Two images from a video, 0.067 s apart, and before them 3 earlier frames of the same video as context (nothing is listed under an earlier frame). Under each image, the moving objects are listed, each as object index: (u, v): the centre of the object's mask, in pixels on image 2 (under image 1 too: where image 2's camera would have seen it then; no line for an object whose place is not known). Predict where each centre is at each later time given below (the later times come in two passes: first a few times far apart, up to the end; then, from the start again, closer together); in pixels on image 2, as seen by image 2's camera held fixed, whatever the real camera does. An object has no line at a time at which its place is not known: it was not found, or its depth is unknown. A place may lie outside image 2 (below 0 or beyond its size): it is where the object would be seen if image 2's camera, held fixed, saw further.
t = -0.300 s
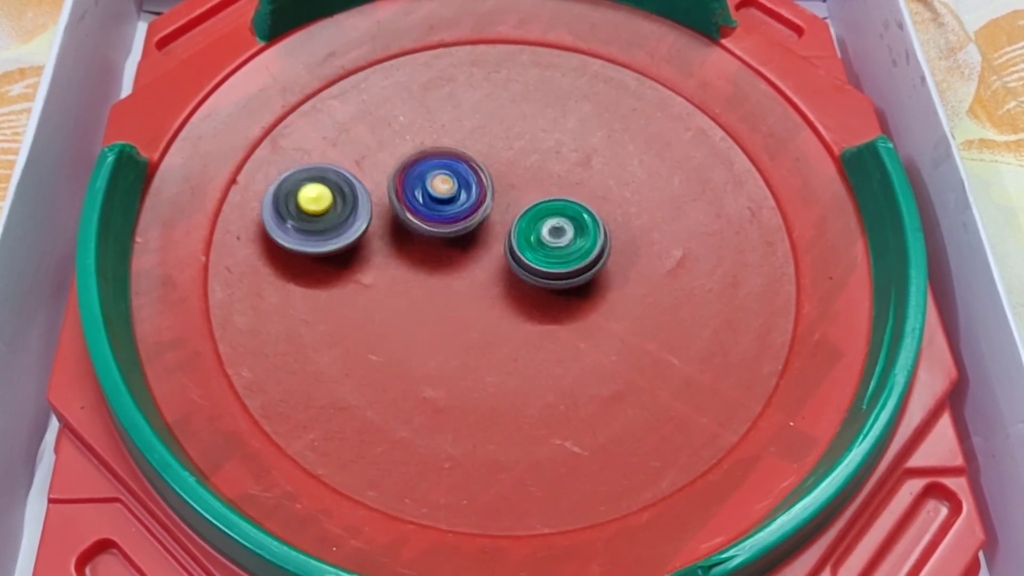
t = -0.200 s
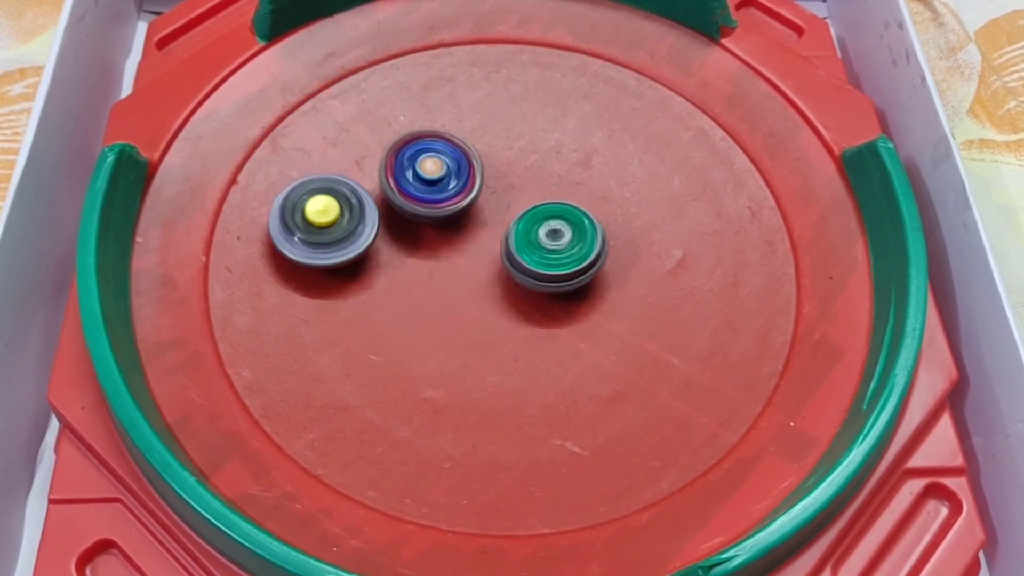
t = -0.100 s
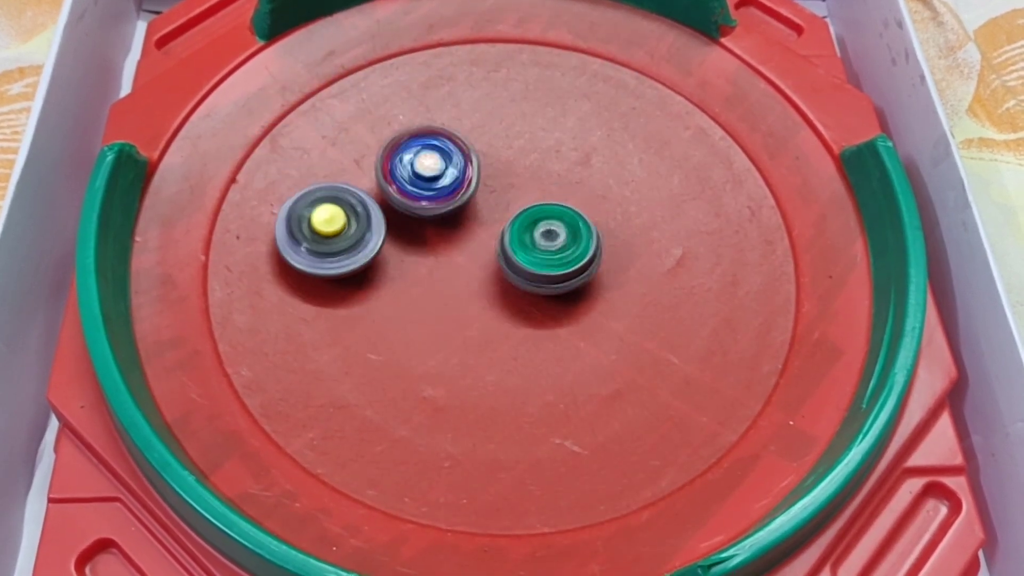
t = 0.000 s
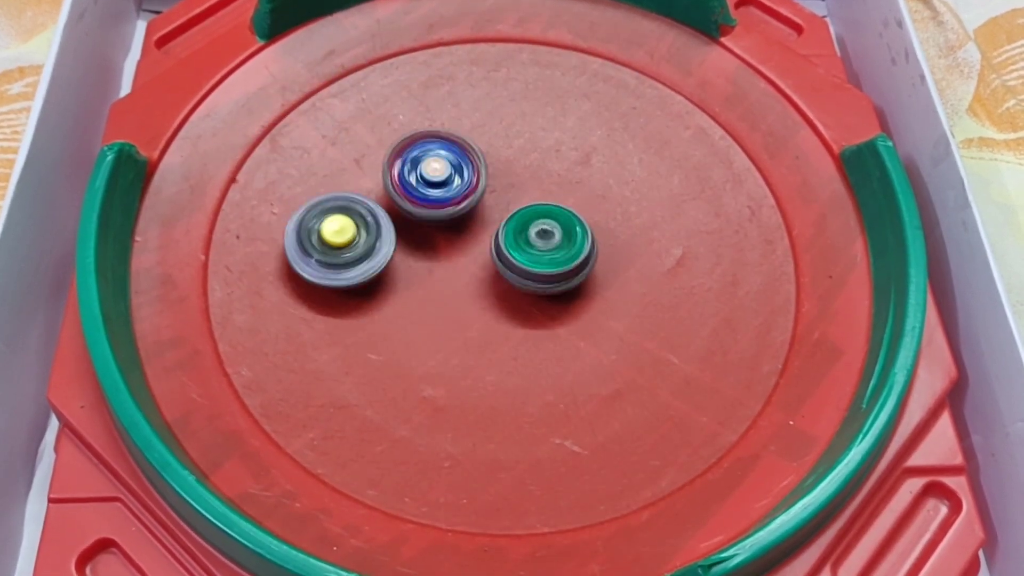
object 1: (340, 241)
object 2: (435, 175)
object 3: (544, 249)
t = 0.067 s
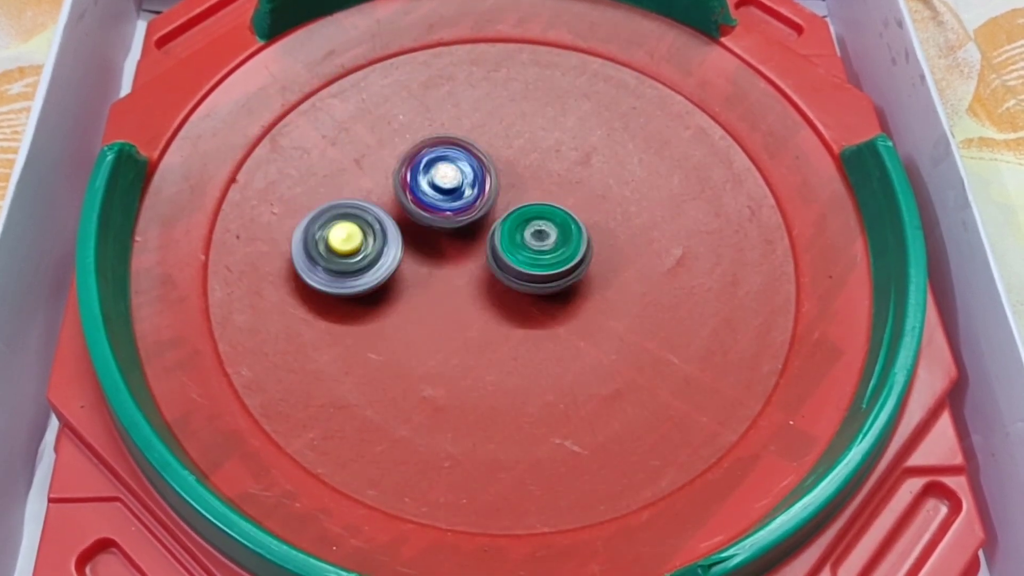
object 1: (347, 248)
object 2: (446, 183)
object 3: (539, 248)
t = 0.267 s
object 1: (365, 267)
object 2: (445, 157)
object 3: (545, 263)
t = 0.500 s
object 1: (393, 287)
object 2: (458, 166)
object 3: (543, 265)
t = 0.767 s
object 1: (425, 311)
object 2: (511, 163)
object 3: (537, 269)
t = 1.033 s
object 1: (450, 332)
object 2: (530, 160)
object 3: (537, 269)
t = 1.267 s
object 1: (461, 348)
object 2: (556, 160)
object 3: (539, 269)
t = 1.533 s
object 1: (470, 358)
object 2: (559, 173)
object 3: (541, 263)
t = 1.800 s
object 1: (479, 364)
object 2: (561, 142)
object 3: (536, 274)
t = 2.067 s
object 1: (460, 389)
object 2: (575, 179)
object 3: (523, 287)
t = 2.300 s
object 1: (464, 387)
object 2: (635, 162)
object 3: (512, 294)
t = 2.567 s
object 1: (466, 380)
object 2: (610, 214)
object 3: (525, 288)
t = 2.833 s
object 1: (467, 377)
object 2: (749, 234)
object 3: (482, 210)
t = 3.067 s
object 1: (484, 354)
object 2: (701, 229)
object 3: (462, 170)
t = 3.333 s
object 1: (460, 340)
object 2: (607, 267)
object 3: (467, 179)
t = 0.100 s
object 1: (350, 252)
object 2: (453, 188)
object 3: (538, 247)
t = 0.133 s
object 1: (353, 255)
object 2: (451, 182)
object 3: (541, 254)
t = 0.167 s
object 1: (357, 259)
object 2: (448, 174)
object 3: (544, 262)
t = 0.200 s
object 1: (360, 262)
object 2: (447, 168)
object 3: (544, 260)
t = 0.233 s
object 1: (362, 265)
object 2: (446, 162)
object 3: (545, 263)
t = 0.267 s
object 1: (365, 267)
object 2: (445, 157)
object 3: (545, 263)
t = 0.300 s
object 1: (369, 269)
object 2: (445, 155)
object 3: (544, 264)
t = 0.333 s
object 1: (373, 271)
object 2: (445, 155)
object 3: (546, 264)
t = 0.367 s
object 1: (377, 274)
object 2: (446, 156)
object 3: (544, 263)
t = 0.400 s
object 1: (381, 277)
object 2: (448, 157)
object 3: (544, 266)
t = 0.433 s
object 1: (386, 281)
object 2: (450, 160)
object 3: (544, 264)
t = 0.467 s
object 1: (389, 284)
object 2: (453, 162)
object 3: (542, 265)
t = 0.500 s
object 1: (393, 287)
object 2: (458, 166)
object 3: (543, 265)
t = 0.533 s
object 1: (397, 290)
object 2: (465, 170)
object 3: (540, 264)
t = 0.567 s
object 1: (401, 293)
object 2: (471, 175)
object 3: (540, 265)
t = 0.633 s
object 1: (409, 299)
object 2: (488, 183)
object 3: (538, 264)
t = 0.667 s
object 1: (414, 302)
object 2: (494, 177)
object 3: (539, 268)
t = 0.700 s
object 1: (418, 305)
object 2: (500, 173)
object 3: (536, 269)
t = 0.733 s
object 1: (422, 307)
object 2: (505, 167)
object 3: (539, 269)
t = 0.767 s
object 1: (425, 311)
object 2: (511, 163)
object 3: (537, 269)
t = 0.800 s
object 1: (429, 313)
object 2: (515, 159)
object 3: (538, 271)
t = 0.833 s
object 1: (433, 316)
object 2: (518, 155)
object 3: (538, 269)
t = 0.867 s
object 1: (436, 319)
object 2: (521, 153)
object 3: (537, 271)
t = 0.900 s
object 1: (440, 322)
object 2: (524, 152)
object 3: (538, 269)
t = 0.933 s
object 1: (444, 324)
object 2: (526, 152)
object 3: (536, 269)
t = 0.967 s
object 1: (446, 327)
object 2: (527, 153)
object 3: (538, 270)
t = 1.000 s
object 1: (447, 330)
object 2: (528, 156)
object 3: (537, 268)
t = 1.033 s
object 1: (450, 332)
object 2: (530, 160)
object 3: (537, 269)
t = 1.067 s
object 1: (451, 335)
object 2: (531, 164)
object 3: (537, 266)
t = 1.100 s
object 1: (454, 337)
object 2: (533, 169)
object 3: (537, 268)
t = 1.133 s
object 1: (455, 340)
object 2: (536, 175)
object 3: (538, 266)
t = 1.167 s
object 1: (457, 342)
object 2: (542, 171)
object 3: (537, 268)
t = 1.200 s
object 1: (458, 344)
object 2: (548, 165)
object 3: (538, 269)
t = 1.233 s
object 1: (460, 346)
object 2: (552, 163)
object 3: (536, 267)
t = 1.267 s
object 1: (461, 348)
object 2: (556, 160)
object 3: (539, 269)
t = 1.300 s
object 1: (462, 350)
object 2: (557, 159)
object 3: (538, 267)
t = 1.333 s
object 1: (464, 352)
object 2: (557, 158)
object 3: (538, 268)
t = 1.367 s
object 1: (465, 353)
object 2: (557, 158)
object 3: (539, 265)
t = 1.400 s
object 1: (466, 354)
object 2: (557, 159)
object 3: (539, 266)
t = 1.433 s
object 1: (467, 355)
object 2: (557, 161)
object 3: (541, 264)
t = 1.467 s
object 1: (468, 356)
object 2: (557, 165)
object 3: (540, 265)
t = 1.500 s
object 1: (469, 357)
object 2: (558, 168)
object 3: (542, 264)
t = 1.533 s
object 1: (470, 358)
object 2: (559, 173)
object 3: (541, 263)
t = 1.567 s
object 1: (471, 359)
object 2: (565, 170)
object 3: (540, 270)
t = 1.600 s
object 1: (472, 360)
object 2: (572, 160)
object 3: (536, 273)
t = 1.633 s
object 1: (473, 361)
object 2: (574, 151)
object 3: (536, 275)
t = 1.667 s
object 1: (474, 361)
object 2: (573, 145)
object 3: (536, 272)
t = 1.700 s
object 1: (476, 362)
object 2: (572, 141)
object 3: (537, 276)
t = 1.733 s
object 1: (476, 363)
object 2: (569, 140)
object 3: (535, 275)
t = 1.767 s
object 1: (478, 364)
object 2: (565, 140)
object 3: (535, 276)
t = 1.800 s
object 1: (479, 364)
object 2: (561, 142)
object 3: (536, 274)
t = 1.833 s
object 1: (480, 364)
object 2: (556, 145)
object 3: (535, 277)
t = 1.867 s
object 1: (481, 364)
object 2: (552, 150)
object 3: (535, 274)
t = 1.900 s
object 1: (482, 364)
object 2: (549, 157)
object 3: (534, 276)
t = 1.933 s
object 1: (483, 364)
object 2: (549, 166)
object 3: (535, 274)
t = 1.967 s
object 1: (485, 364)
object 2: (548, 176)
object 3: (533, 275)
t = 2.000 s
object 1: (486, 364)
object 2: (550, 185)
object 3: (534, 275)
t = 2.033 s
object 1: (473, 377)
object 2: (557, 186)
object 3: (532, 276)
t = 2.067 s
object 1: (460, 389)
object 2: (575, 179)
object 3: (523, 287)
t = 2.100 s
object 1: (455, 393)
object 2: (589, 178)
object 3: (518, 293)
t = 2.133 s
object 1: (456, 393)
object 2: (604, 176)
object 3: (517, 292)
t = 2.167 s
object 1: (457, 393)
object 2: (617, 171)
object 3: (517, 295)
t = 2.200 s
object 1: (459, 392)
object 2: (625, 168)
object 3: (515, 293)
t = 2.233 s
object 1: (461, 390)
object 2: (632, 164)
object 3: (515, 295)
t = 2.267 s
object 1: (462, 388)
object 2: (634, 162)
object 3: (511, 293)
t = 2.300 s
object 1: (464, 387)
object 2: (635, 162)
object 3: (512, 294)
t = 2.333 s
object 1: (465, 384)
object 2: (635, 163)
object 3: (510, 294)
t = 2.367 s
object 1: (467, 381)
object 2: (632, 164)
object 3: (510, 292)
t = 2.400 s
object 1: (466, 380)
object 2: (628, 168)
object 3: (510, 291)
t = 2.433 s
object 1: (467, 380)
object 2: (624, 173)
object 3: (514, 289)
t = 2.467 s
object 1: (465, 381)
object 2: (619, 180)
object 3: (516, 292)
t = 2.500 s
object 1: (463, 384)
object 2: (615, 188)
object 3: (520, 291)
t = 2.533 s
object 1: (465, 383)
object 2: (612, 200)
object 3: (524, 289)
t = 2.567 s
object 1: (466, 380)
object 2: (610, 214)
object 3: (525, 288)
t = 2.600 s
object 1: (469, 377)
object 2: (618, 230)
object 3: (525, 287)
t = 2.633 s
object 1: (463, 384)
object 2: (652, 237)
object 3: (506, 281)
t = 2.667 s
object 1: (457, 389)
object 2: (674, 241)
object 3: (493, 272)
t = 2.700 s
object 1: (456, 388)
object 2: (690, 242)
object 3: (487, 257)
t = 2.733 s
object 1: (457, 386)
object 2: (708, 242)
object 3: (484, 245)
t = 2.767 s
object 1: (459, 383)
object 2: (724, 241)
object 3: (482, 235)
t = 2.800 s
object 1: (462, 380)
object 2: (739, 239)
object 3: (482, 223)
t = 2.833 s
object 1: (467, 377)
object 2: (749, 234)
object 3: (482, 210)
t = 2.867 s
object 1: (469, 374)
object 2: (755, 230)
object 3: (479, 200)
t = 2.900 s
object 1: (472, 371)
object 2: (755, 227)
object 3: (477, 192)
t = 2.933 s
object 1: (475, 366)
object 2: (752, 224)
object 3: (473, 185)
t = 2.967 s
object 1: (478, 363)
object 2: (745, 223)
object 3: (471, 179)
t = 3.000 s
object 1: (480, 360)
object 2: (734, 222)
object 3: (466, 175)
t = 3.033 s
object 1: (482, 357)
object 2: (718, 225)
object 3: (462, 172)
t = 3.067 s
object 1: (484, 354)
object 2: (701, 229)
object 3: (462, 170)
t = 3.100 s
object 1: (486, 351)
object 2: (683, 235)
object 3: (461, 169)
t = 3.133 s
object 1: (489, 348)
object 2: (667, 241)
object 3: (460, 169)
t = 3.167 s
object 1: (492, 344)
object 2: (653, 247)
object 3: (460, 169)
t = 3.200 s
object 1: (494, 341)
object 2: (634, 255)
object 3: (460, 170)
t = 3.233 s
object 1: (497, 339)
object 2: (620, 262)
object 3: (462, 171)
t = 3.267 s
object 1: (500, 335)
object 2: (600, 269)
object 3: (463, 172)
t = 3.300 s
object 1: (494, 335)
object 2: (591, 273)
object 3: (466, 175)
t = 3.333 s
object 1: (460, 340)
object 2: (607, 267)
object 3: (467, 179)
